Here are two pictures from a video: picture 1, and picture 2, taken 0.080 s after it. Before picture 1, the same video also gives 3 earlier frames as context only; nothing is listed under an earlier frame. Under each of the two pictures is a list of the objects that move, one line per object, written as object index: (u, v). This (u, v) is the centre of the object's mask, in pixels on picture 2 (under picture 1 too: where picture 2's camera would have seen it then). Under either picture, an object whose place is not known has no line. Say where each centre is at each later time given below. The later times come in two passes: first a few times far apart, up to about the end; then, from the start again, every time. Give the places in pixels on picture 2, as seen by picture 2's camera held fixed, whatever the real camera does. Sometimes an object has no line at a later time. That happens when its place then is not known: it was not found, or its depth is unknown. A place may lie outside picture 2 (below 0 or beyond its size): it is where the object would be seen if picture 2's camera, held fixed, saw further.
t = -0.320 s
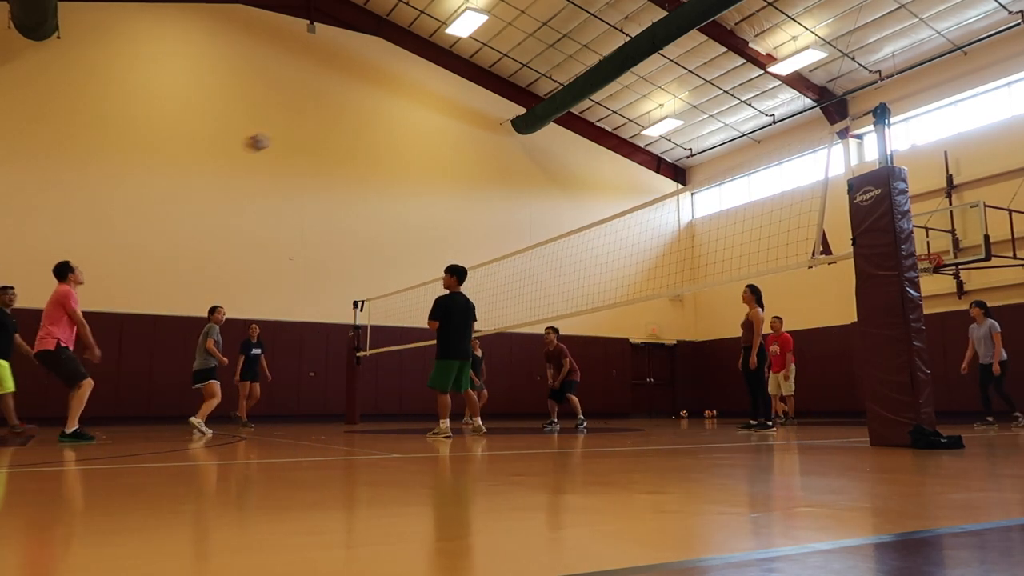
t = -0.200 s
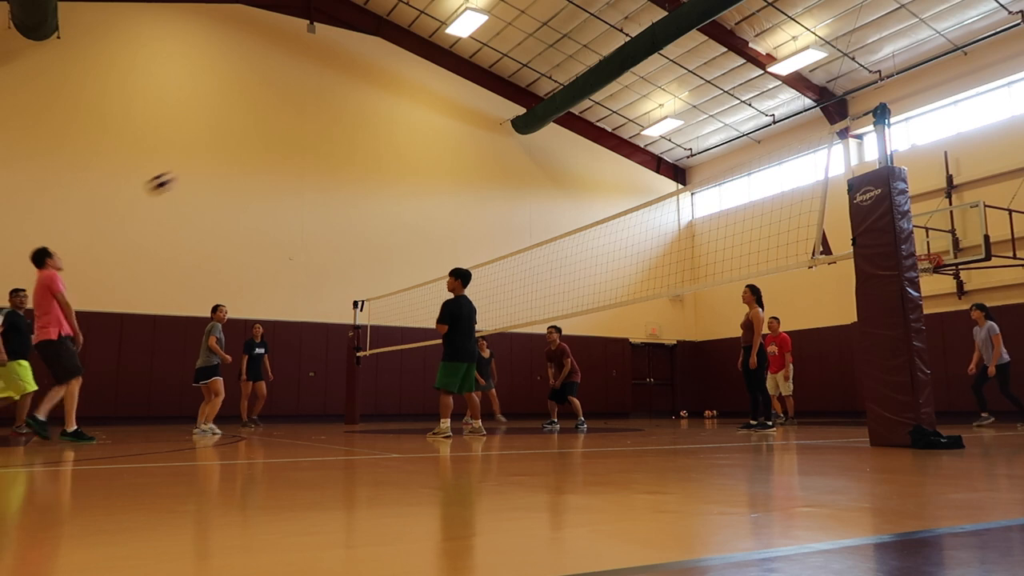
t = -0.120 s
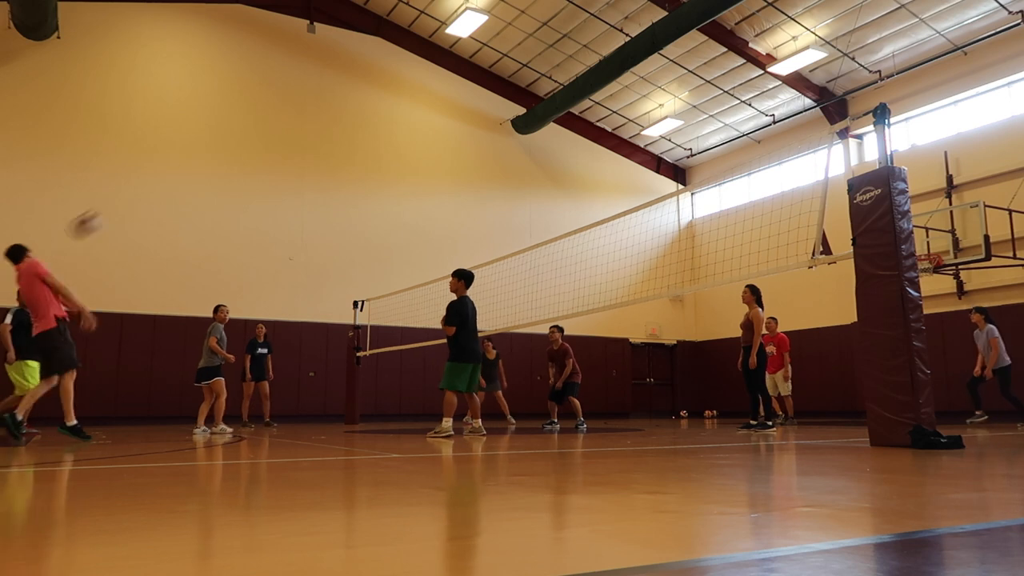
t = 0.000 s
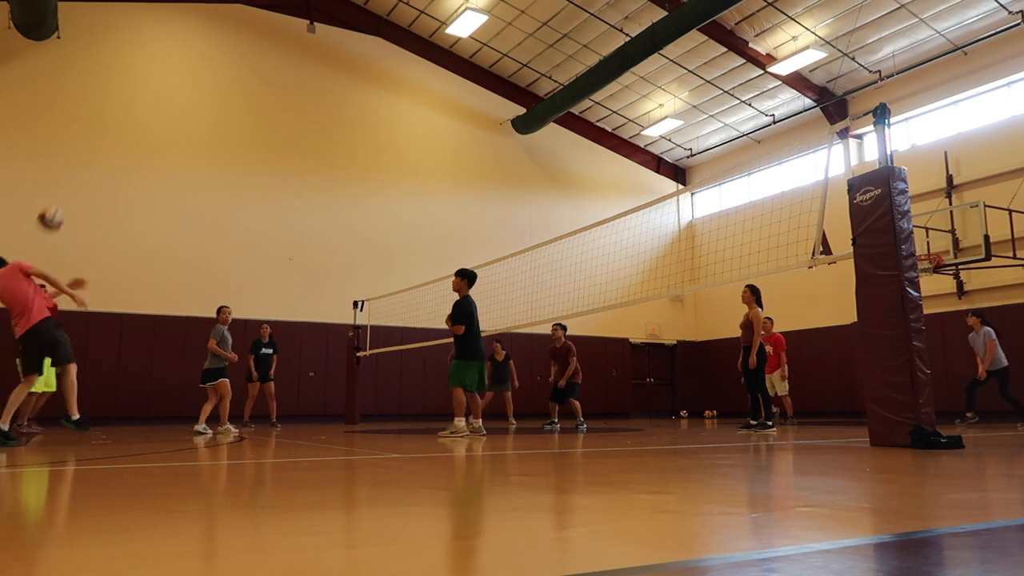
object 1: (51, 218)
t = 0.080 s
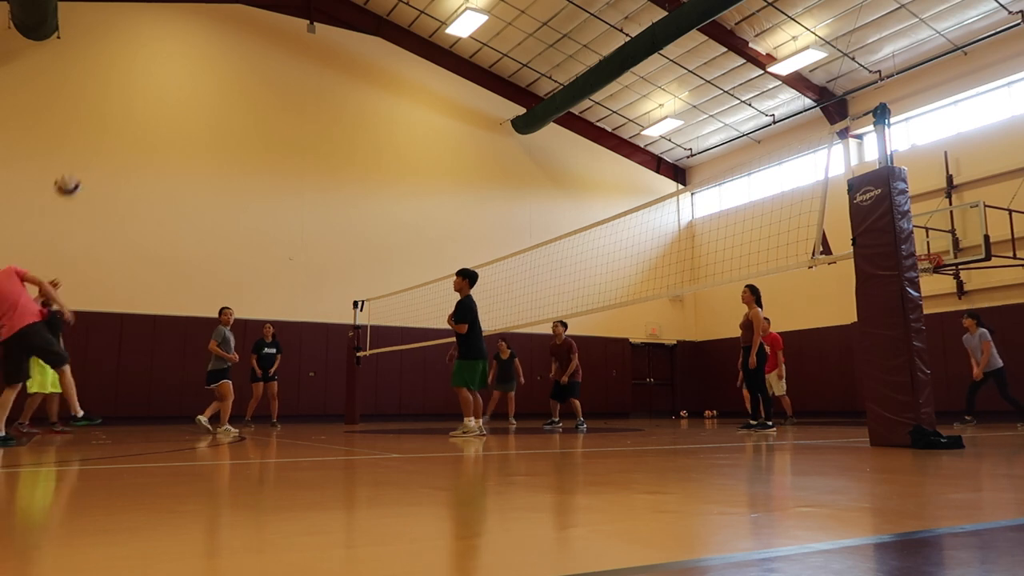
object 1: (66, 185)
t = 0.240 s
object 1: (95, 140)
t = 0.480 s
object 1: (129, 124)
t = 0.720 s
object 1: (155, 157)
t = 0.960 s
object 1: (175, 235)
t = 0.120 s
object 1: (75, 171)
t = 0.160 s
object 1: (82, 159)
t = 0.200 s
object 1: (89, 149)
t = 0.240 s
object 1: (95, 140)
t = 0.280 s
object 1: (101, 133)
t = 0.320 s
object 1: (107, 128)
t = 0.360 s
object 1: (112, 125)
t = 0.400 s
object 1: (118, 123)
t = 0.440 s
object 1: (123, 123)
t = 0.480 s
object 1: (129, 124)
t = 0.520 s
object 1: (133, 126)
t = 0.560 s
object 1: (138, 129)
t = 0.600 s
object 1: (142, 134)
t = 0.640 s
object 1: (147, 141)
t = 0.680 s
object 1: (151, 148)
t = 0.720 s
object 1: (155, 157)
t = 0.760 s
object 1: (158, 167)
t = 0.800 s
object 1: (161, 178)
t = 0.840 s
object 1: (165, 190)
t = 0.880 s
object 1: (167, 205)
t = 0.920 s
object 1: (171, 220)
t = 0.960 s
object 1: (175, 235)
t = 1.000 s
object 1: (178, 253)
